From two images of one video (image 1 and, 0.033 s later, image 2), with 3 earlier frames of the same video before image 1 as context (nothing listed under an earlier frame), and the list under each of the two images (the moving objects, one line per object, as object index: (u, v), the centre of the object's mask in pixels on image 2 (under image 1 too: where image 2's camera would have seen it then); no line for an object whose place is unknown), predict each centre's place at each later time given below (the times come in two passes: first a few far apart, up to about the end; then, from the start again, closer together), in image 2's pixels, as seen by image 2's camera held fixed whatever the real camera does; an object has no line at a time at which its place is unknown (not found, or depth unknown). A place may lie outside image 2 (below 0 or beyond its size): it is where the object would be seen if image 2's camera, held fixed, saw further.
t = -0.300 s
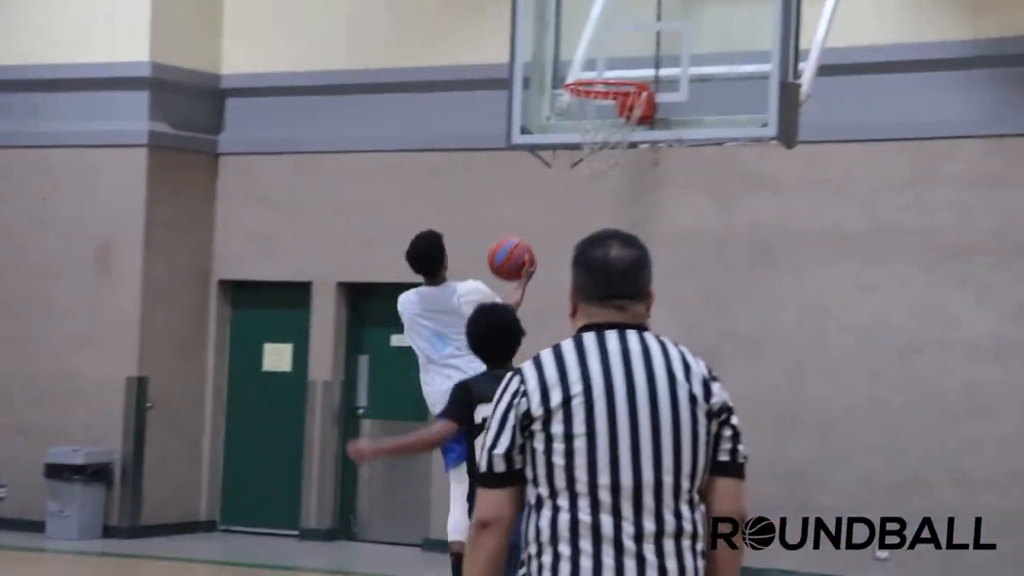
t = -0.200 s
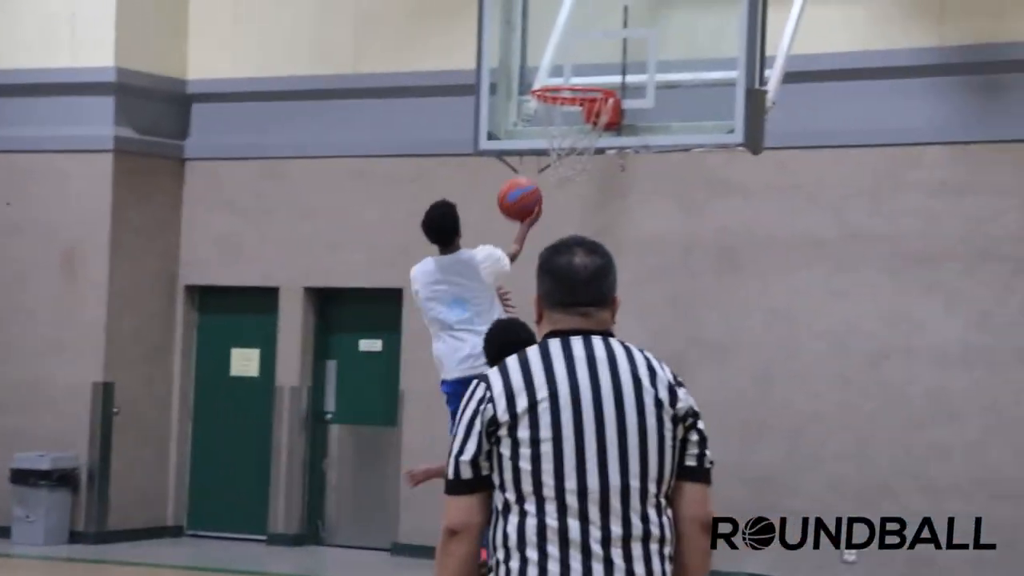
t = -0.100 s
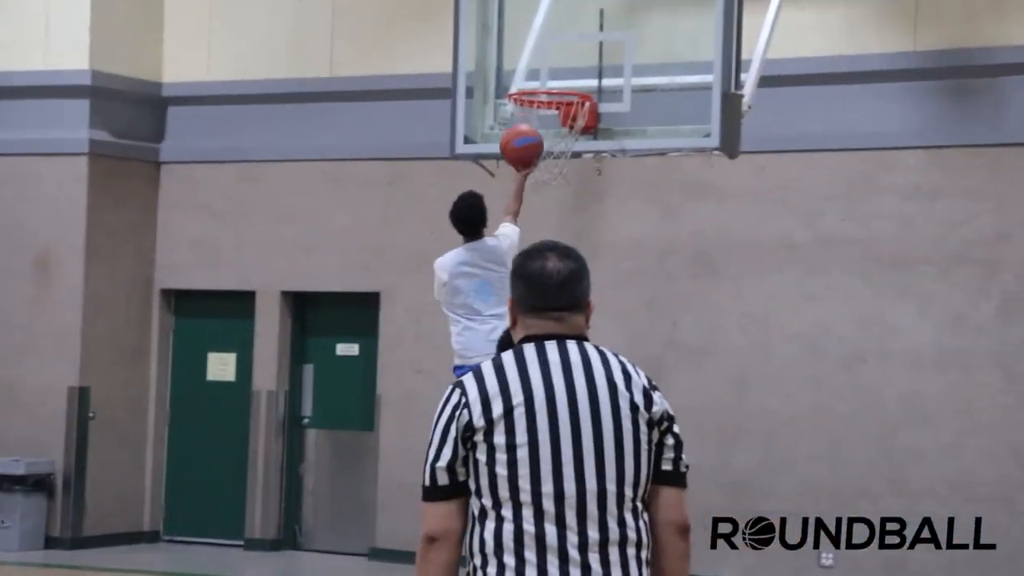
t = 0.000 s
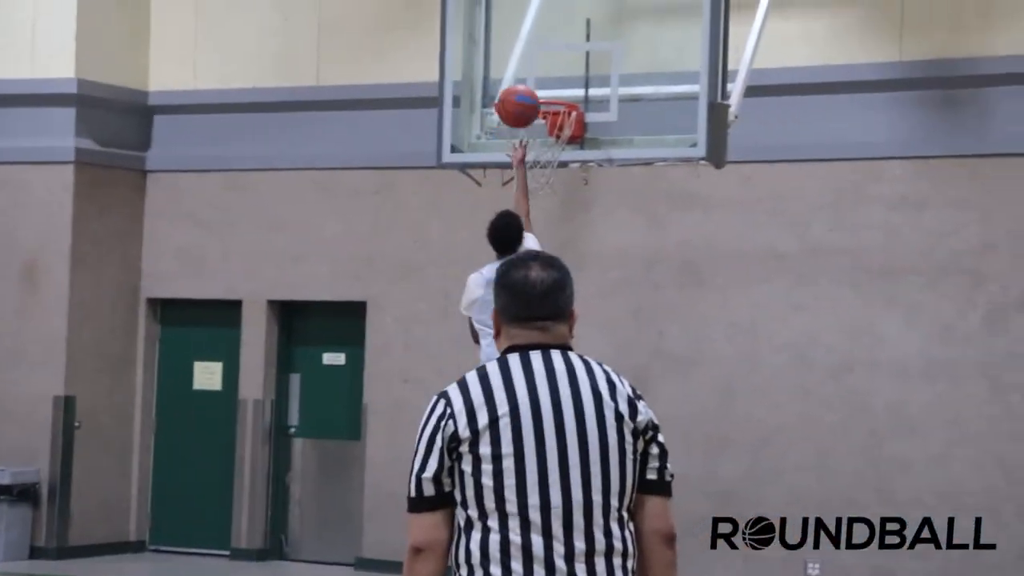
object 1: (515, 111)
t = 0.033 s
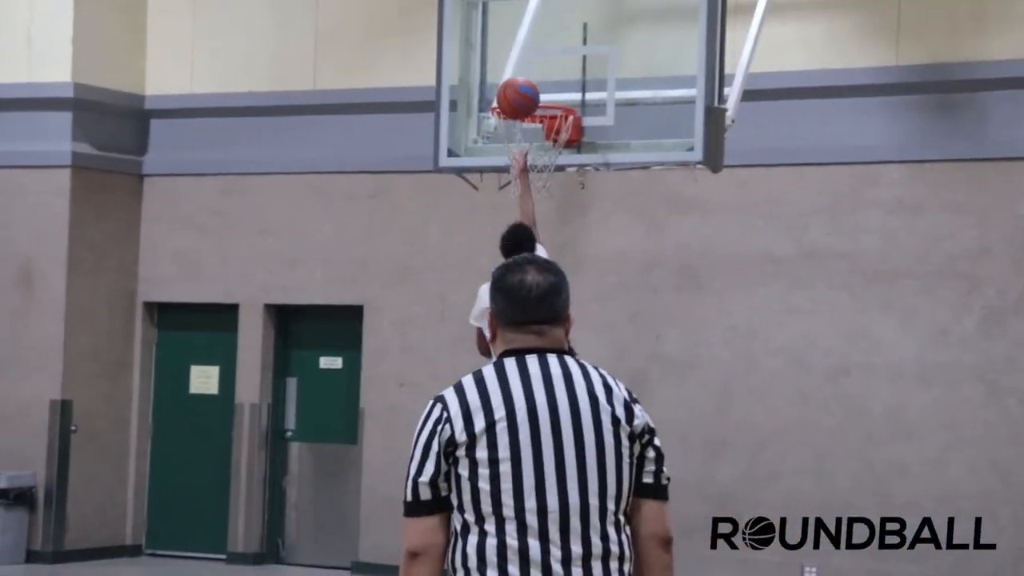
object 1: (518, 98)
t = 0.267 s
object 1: (536, 66)
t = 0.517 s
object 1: (538, 124)
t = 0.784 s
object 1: (503, 170)
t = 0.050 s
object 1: (519, 92)
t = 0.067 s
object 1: (520, 87)
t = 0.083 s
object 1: (522, 82)
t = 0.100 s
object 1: (523, 78)
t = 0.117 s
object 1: (525, 75)
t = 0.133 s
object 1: (526, 72)
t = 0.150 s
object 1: (527, 69)
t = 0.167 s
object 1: (529, 68)
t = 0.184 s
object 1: (530, 66)
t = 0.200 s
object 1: (531, 65)
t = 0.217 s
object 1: (533, 65)
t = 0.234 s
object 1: (534, 65)
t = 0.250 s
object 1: (535, 65)
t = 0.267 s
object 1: (536, 66)
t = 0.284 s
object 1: (537, 68)
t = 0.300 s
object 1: (538, 69)
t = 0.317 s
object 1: (540, 72)
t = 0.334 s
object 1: (540, 75)
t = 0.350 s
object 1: (541, 78)
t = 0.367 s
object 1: (542, 82)
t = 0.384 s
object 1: (544, 85)
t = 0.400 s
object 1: (544, 88)
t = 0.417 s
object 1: (546, 91)
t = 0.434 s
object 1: (547, 94)
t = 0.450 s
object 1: (548, 96)
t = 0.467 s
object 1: (546, 111)
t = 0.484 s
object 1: (544, 113)
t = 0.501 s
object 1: (541, 117)
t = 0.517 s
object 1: (538, 124)
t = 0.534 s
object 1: (535, 124)
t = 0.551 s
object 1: (527, 126)
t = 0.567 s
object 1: (524, 129)
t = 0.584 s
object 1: (521, 134)
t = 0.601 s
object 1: (517, 139)
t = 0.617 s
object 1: (514, 142)
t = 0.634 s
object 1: (511, 148)
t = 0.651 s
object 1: (509, 153)
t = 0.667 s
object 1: (507, 155)
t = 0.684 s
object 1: (506, 157)
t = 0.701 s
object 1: (505, 159)
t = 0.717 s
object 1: (505, 160)
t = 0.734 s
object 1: (504, 162)
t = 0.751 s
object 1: (504, 164)
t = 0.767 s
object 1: (504, 166)
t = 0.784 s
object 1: (503, 170)
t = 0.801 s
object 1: (503, 173)
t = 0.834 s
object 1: (503, 182)
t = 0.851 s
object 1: (502, 187)
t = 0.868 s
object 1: (502, 192)
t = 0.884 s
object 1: (502, 198)
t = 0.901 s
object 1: (501, 206)
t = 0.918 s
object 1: (501, 213)
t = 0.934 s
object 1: (501, 221)
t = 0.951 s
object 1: (501, 229)
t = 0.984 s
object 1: (498, 243)
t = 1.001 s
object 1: (495, 251)
